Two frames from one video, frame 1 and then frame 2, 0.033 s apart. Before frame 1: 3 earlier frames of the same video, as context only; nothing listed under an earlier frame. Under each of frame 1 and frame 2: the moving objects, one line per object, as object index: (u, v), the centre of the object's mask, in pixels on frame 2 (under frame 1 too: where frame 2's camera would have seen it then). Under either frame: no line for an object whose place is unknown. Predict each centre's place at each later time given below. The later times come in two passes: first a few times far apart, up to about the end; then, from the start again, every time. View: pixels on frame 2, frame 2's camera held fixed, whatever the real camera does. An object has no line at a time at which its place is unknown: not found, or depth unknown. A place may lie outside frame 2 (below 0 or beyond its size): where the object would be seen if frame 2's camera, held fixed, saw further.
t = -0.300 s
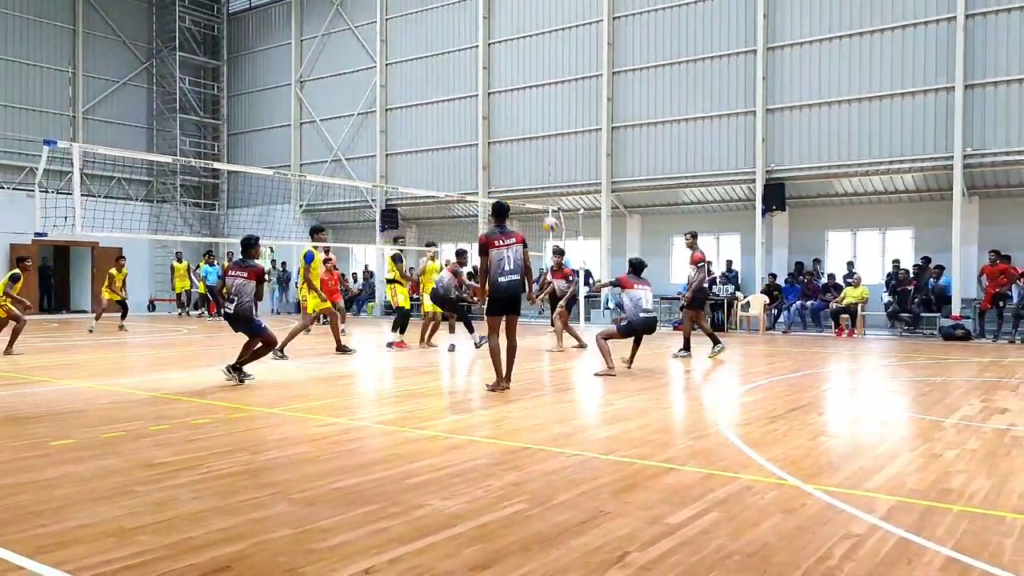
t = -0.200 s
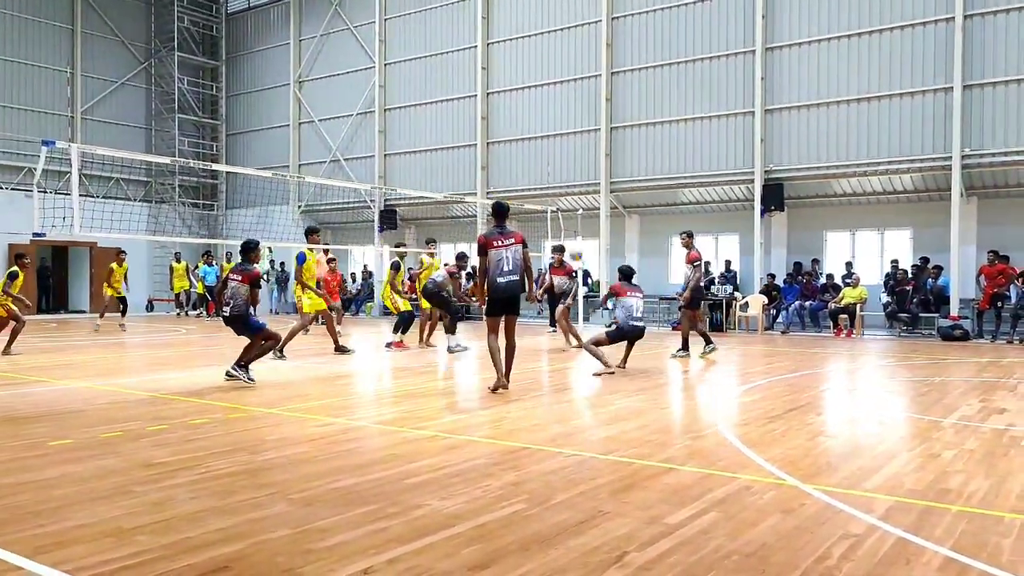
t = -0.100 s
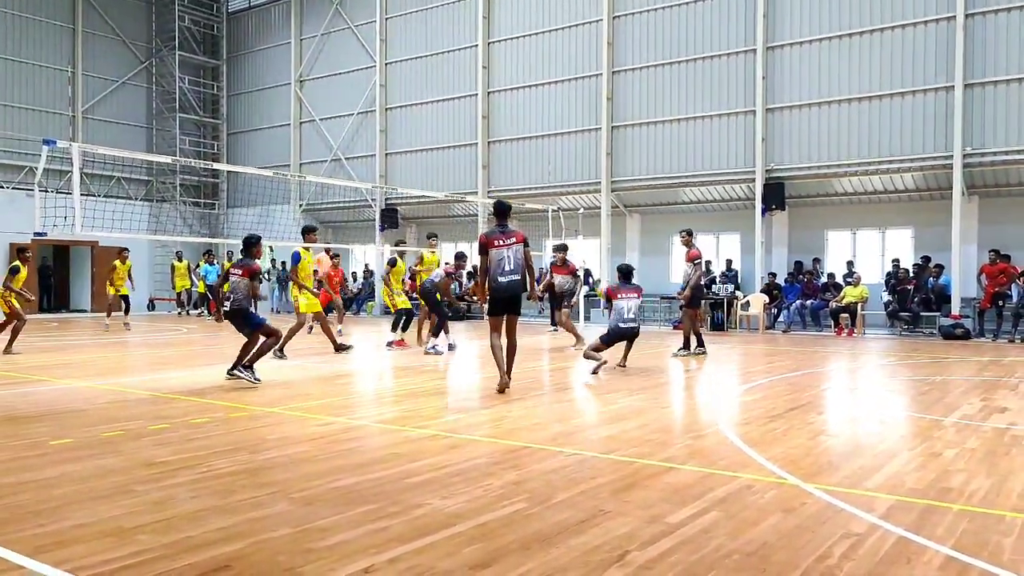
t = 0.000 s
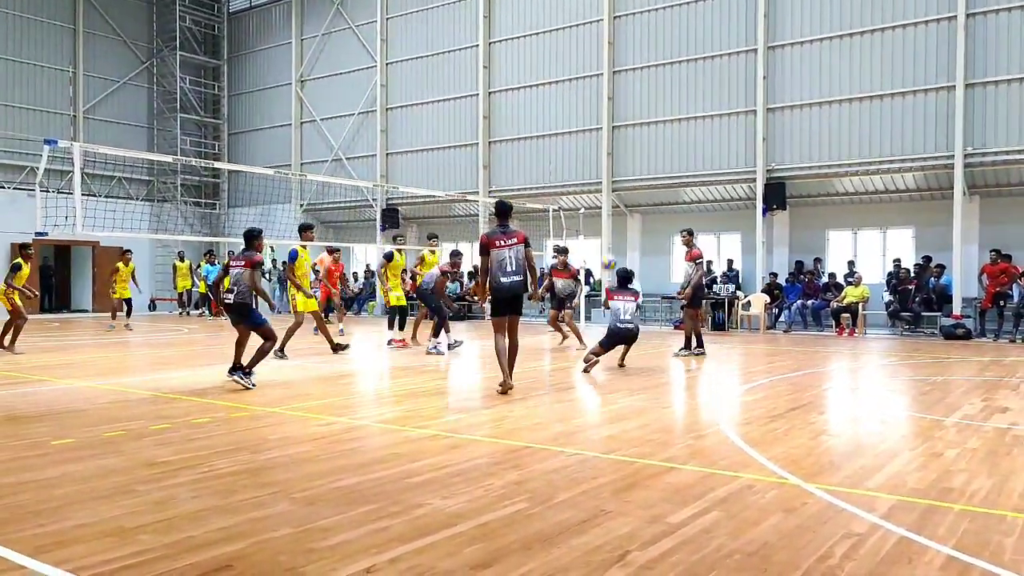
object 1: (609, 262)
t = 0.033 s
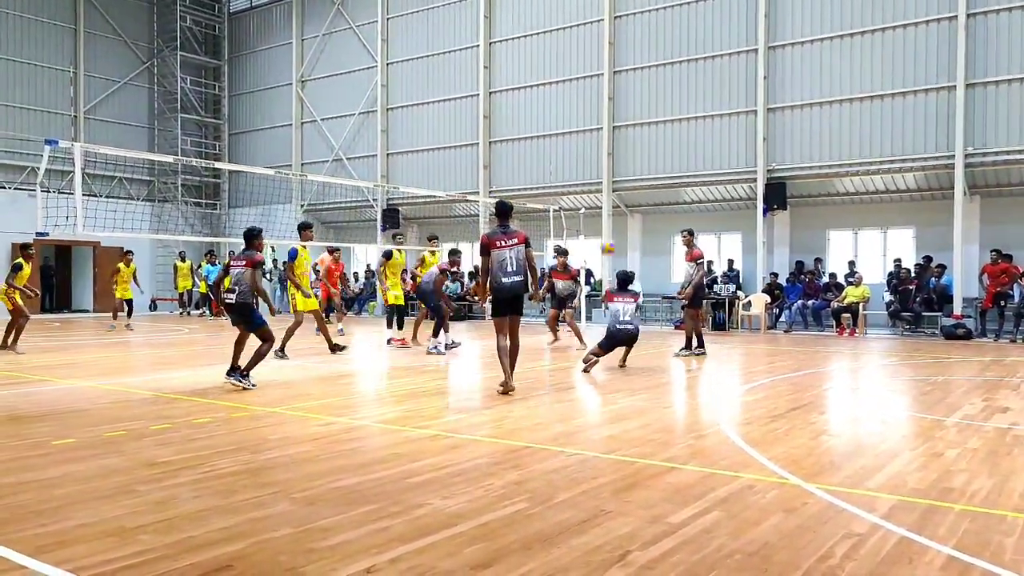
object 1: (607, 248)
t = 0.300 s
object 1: (594, 148)
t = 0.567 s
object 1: (584, 114)
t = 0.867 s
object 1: (574, 130)
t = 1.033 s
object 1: (567, 164)
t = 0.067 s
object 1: (604, 225)
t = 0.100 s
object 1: (603, 210)
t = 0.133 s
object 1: (601, 198)
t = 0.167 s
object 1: (600, 186)
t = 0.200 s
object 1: (598, 175)
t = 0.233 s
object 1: (596, 165)
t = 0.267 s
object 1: (595, 156)
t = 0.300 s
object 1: (594, 148)
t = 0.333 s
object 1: (593, 141)
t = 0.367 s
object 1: (591, 134)
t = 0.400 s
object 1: (590, 129)
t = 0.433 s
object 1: (589, 124)
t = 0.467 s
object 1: (587, 120)
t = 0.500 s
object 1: (585, 117)
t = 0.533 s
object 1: (585, 114)
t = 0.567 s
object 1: (584, 114)
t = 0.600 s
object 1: (583, 112)
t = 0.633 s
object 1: (581, 112)
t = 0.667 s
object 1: (580, 112)
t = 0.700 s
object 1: (579, 113)
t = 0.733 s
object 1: (578, 115)
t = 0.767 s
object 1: (576, 117)
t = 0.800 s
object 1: (575, 120)
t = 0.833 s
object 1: (574, 124)
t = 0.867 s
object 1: (574, 130)
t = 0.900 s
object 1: (572, 136)
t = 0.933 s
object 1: (570, 141)
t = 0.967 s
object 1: (569, 148)
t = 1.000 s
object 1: (568, 155)
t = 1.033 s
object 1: (567, 164)
